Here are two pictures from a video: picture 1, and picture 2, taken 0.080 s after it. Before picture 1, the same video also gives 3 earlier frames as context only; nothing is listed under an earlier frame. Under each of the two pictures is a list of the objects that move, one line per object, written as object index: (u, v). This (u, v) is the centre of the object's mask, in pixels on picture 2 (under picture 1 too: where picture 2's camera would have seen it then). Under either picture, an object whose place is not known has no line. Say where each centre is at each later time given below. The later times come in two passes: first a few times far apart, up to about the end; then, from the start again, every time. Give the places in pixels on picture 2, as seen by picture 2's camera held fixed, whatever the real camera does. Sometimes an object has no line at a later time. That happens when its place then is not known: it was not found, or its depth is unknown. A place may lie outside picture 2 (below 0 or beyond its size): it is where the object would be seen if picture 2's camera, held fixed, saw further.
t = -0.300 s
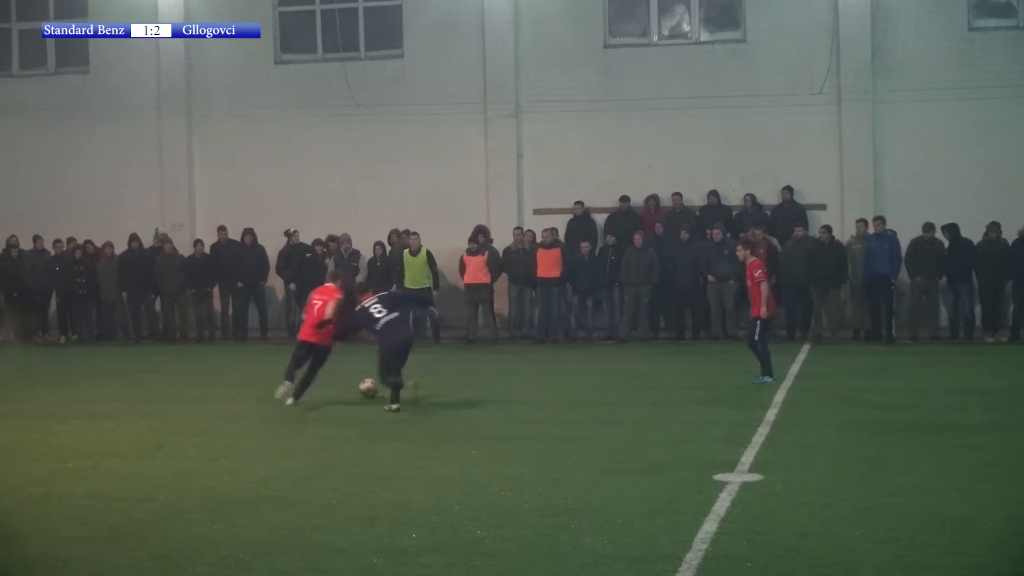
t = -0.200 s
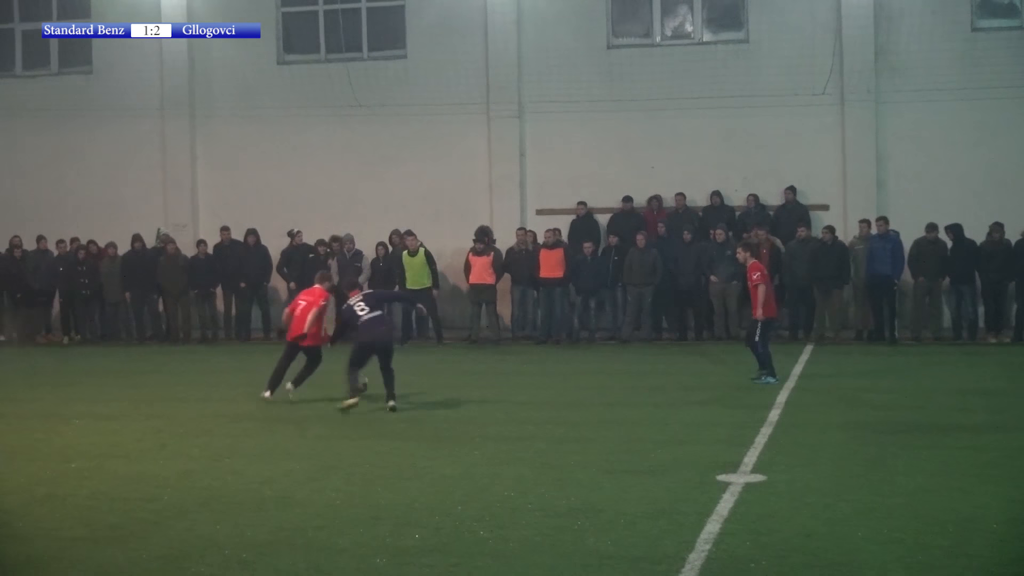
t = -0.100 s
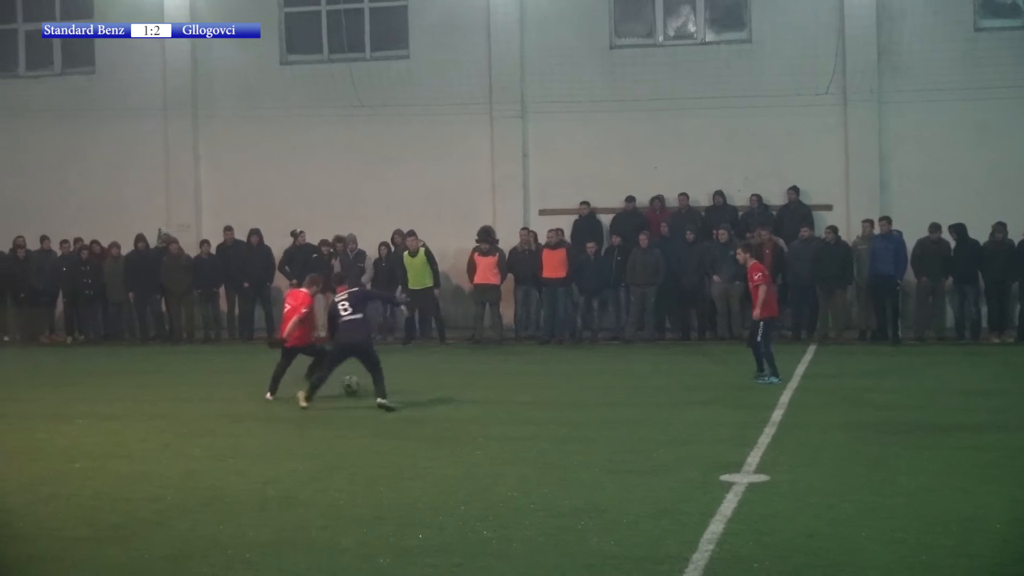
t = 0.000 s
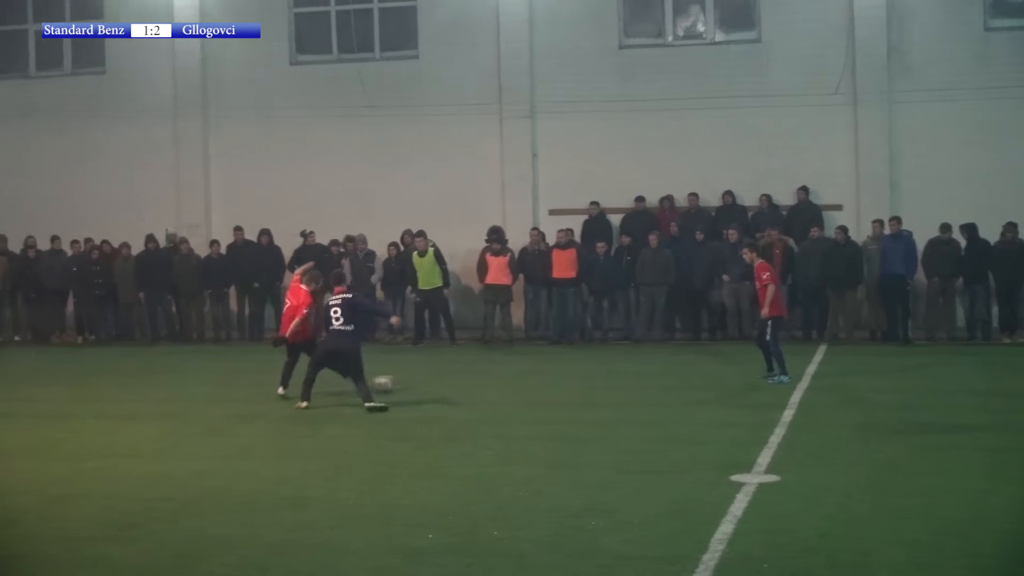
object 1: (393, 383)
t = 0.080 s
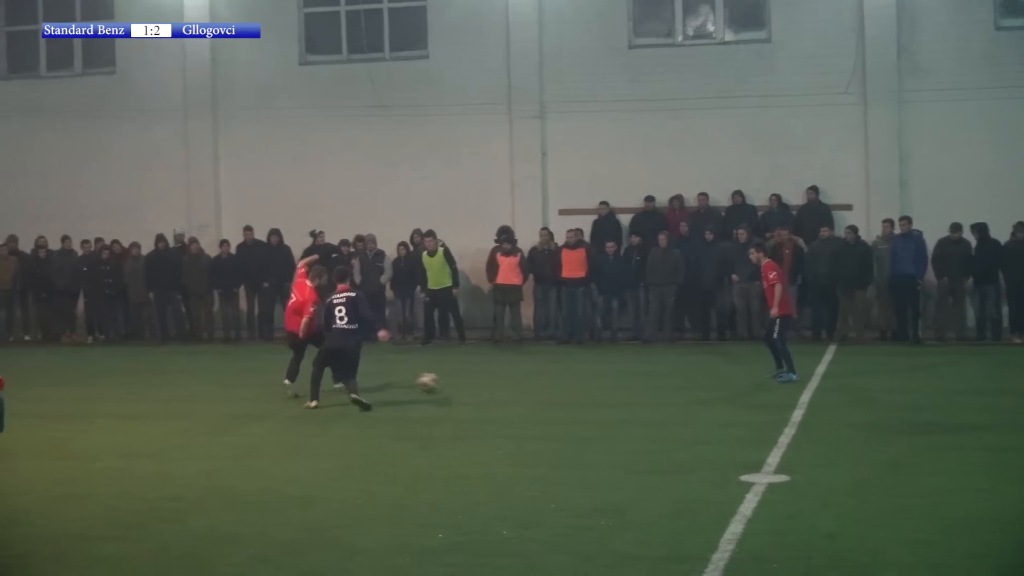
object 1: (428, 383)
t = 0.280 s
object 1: (503, 383)
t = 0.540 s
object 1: (591, 384)
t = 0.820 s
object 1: (683, 383)
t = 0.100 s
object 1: (435, 383)
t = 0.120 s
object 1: (443, 383)
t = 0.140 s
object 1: (452, 384)
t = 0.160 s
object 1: (460, 384)
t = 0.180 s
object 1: (467, 383)
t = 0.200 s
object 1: (474, 382)
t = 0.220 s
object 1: (482, 382)
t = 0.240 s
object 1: (489, 382)
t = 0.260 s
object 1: (496, 382)
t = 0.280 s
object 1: (503, 383)
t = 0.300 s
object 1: (510, 384)
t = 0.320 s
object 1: (516, 384)
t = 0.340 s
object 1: (523, 384)
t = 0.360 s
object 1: (531, 384)
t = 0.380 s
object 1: (537, 384)
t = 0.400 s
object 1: (544, 384)
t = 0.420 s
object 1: (552, 385)
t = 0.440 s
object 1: (557, 384)
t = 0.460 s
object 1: (564, 384)
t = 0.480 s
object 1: (571, 385)
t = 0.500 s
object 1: (578, 385)
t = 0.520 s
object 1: (583, 385)
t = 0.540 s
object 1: (591, 384)
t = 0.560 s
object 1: (598, 384)
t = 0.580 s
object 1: (604, 384)
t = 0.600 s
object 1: (610, 384)
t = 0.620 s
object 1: (617, 384)
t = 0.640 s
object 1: (624, 384)
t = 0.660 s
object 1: (630, 384)
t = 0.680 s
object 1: (637, 384)
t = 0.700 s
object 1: (643, 384)
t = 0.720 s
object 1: (651, 384)
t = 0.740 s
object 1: (657, 384)
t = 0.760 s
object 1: (663, 384)
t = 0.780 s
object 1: (670, 383)
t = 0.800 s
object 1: (676, 383)
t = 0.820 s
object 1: (683, 383)
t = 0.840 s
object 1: (689, 383)
